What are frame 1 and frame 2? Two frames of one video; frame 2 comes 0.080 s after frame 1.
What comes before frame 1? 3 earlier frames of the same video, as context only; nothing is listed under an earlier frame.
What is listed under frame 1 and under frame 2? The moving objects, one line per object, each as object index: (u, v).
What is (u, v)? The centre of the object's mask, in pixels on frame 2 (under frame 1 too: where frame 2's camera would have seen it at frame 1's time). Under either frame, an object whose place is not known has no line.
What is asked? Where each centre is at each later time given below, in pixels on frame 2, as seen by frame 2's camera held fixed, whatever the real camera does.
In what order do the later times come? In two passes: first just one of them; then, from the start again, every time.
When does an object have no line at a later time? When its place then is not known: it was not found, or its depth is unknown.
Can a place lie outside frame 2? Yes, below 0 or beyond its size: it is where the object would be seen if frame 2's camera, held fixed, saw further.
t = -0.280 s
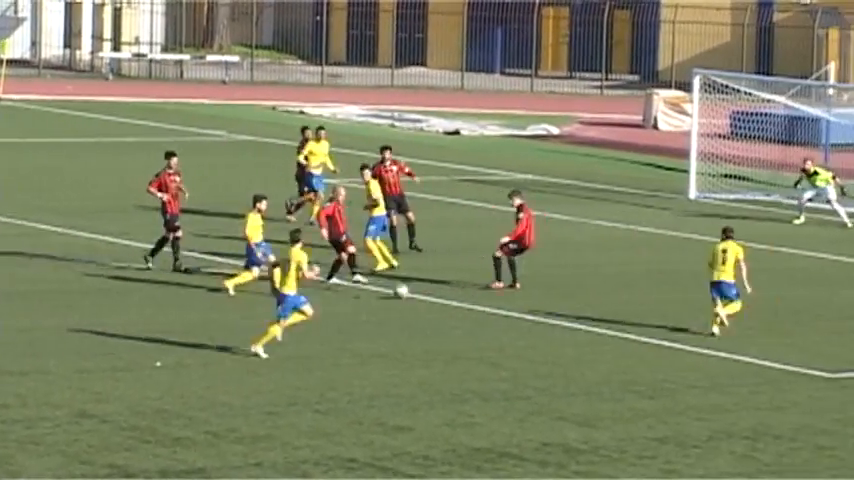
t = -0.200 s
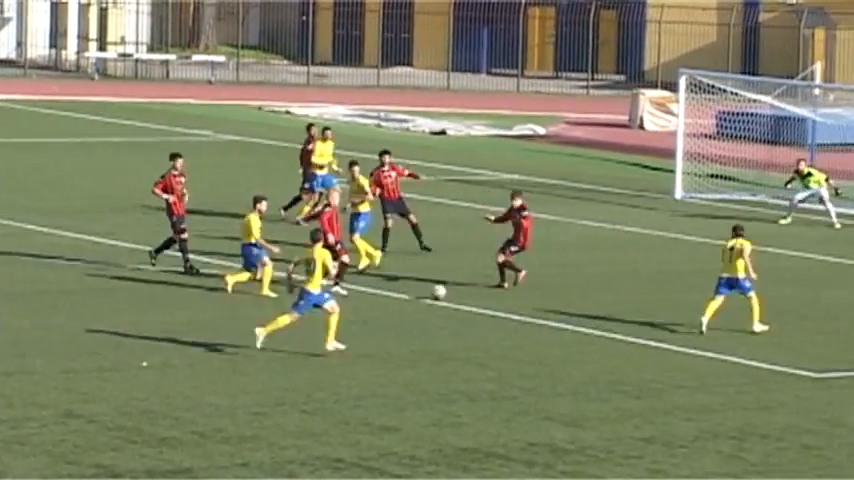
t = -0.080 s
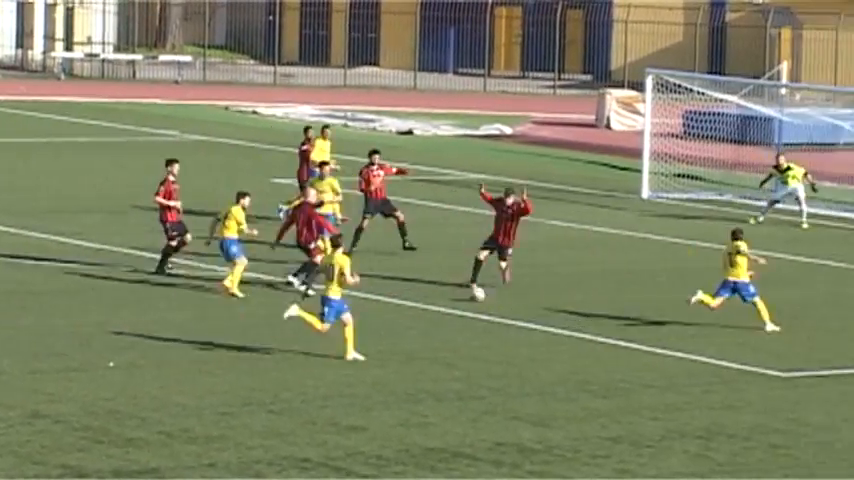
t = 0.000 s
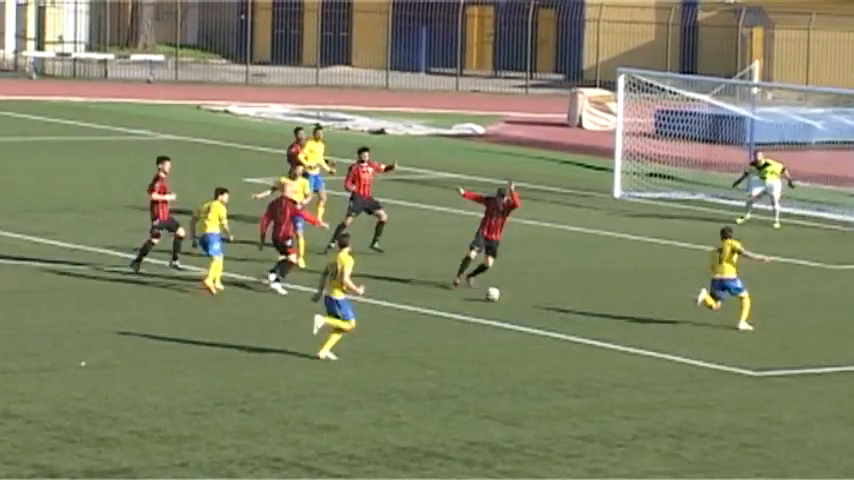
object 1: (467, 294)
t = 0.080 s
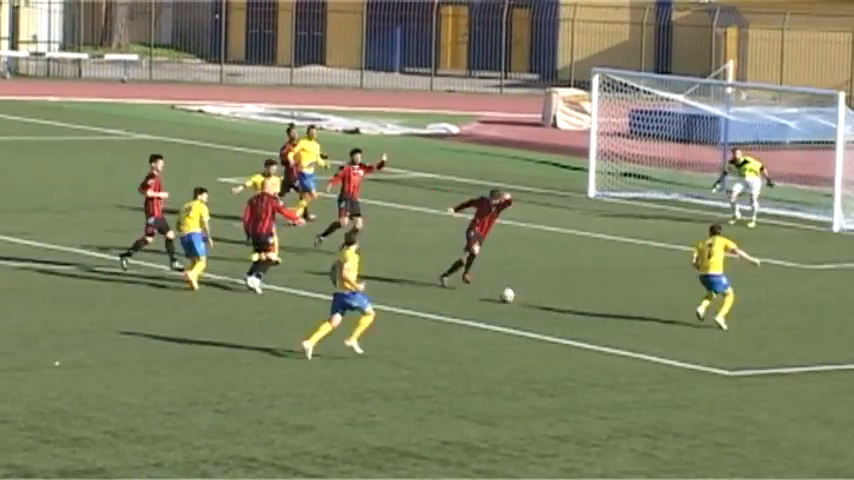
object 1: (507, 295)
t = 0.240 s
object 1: (581, 295)
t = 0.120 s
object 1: (526, 295)
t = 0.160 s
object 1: (545, 295)
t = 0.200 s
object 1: (563, 295)
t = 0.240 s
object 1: (581, 295)
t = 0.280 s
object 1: (599, 296)
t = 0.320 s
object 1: (616, 295)
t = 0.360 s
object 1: (632, 296)
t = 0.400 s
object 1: (649, 297)
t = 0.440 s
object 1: (667, 296)
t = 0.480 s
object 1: (684, 296)
